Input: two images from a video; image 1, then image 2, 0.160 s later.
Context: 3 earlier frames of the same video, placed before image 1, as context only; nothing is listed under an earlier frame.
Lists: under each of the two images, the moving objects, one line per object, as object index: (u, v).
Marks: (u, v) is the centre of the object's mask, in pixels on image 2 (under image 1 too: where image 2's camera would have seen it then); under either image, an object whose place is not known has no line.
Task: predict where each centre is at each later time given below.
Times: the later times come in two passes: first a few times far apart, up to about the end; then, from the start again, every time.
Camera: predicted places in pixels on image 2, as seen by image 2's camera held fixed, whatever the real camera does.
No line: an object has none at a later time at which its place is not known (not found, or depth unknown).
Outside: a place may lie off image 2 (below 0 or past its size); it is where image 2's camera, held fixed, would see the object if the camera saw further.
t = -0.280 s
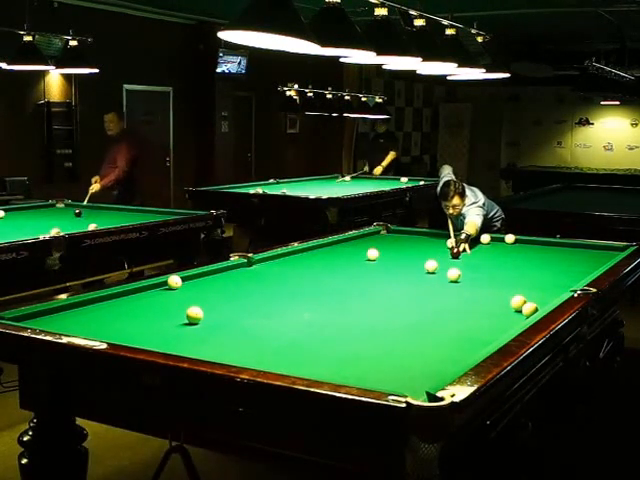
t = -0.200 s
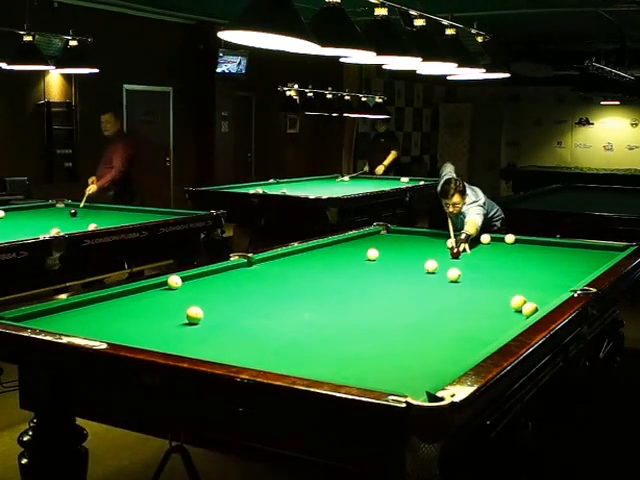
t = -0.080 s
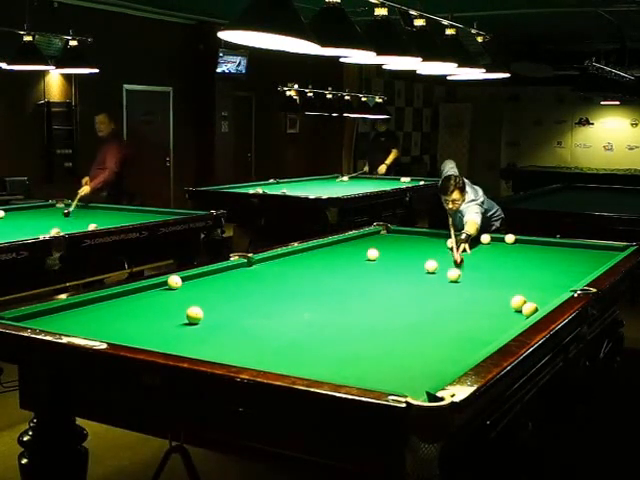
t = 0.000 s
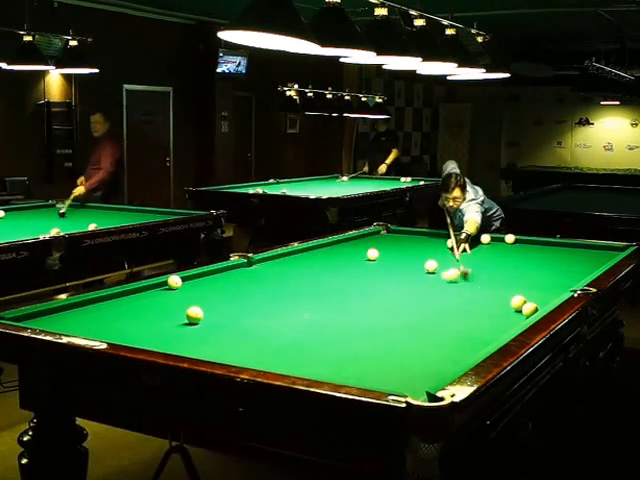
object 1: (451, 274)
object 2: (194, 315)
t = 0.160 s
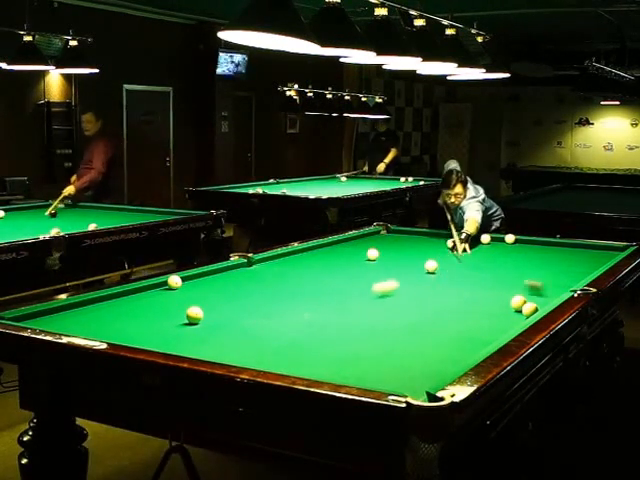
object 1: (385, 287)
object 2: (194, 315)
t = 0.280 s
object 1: (333, 296)
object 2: (194, 315)
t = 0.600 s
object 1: (184, 324)
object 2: (195, 312)
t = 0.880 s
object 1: (158, 321)
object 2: (194, 315)
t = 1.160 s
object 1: (191, 303)
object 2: (207, 314)
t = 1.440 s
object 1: (209, 288)
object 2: (226, 314)
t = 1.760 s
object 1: (226, 273)
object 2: (245, 314)
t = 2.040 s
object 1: (246, 264)
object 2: (260, 314)
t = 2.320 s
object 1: (281, 259)
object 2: (275, 314)
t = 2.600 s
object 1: (313, 255)
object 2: (287, 313)
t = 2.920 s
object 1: (346, 250)
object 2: (300, 313)
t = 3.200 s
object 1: (372, 245)
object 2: (311, 313)
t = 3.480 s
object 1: (396, 243)
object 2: (319, 312)
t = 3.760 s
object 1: (418, 240)
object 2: (327, 312)
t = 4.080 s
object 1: (441, 237)
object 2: (334, 312)
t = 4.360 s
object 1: (460, 235)
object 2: (340, 312)
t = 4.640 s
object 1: (464, 237)
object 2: (344, 312)
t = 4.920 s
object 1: (466, 240)
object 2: (346, 311)
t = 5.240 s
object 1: (470, 242)
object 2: (348, 311)
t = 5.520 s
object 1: (473, 245)
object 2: (348, 311)
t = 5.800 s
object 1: (476, 247)
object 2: (348, 311)
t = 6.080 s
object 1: (479, 249)
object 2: (348, 311)
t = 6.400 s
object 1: (482, 252)
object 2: (348, 311)
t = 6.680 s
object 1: (485, 254)
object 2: (348, 311)
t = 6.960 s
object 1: (488, 256)
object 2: (348, 311)
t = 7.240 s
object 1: (491, 259)
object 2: (348, 311)
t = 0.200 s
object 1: (367, 290)
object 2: (194, 315)
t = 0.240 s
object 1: (350, 293)
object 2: (194, 315)
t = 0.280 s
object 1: (333, 296)
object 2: (194, 315)
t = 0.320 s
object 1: (316, 299)
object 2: (194, 315)
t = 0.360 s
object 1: (299, 302)
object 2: (194, 315)
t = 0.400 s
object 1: (282, 306)
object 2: (194, 315)
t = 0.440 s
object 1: (263, 309)
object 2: (194, 315)
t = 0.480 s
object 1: (245, 312)
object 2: (194, 315)
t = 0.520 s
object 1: (226, 316)
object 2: (194, 315)
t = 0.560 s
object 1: (209, 319)
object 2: (194, 314)
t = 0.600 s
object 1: (184, 324)
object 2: (195, 312)
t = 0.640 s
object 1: (164, 328)
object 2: (194, 315)
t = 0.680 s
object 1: (141, 332)
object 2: (194, 315)
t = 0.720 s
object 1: (121, 334)
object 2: (194, 315)
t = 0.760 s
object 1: (126, 333)
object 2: (194, 315)
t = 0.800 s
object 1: (138, 329)
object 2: (194, 315)
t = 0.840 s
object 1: (149, 325)
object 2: (194, 315)
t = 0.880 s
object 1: (158, 321)
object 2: (194, 315)
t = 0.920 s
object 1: (166, 318)
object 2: (194, 315)
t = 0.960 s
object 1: (174, 315)
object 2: (194, 315)
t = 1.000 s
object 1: (178, 313)
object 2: (196, 314)
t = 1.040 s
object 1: (182, 310)
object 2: (199, 314)
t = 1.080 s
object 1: (184, 308)
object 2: (202, 314)
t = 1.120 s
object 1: (188, 305)
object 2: (204, 314)
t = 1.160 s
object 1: (191, 303)
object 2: (207, 314)
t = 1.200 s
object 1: (193, 300)
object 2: (210, 314)
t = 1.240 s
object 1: (196, 298)
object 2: (213, 314)
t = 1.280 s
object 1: (199, 296)
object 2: (215, 314)
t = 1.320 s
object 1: (202, 294)
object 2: (218, 314)
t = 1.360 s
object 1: (204, 292)
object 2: (220, 314)
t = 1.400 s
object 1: (207, 289)
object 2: (223, 314)
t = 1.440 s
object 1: (209, 288)
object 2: (226, 314)
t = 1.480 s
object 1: (211, 286)
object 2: (228, 314)
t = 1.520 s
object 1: (213, 284)
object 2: (231, 314)
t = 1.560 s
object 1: (216, 282)
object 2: (233, 314)
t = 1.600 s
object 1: (218, 280)
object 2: (236, 314)
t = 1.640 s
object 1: (220, 278)
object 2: (238, 314)
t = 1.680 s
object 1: (222, 277)
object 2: (240, 314)
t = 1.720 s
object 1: (224, 275)
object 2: (242, 314)
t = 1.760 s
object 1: (226, 273)
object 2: (245, 314)
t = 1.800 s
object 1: (228, 271)
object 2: (247, 314)
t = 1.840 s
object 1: (230, 270)
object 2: (249, 314)
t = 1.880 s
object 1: (231, 268)
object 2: (252, 314)
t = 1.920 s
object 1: (233, 267)
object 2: (254, 314)
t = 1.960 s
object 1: (236, 266)
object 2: (256, 314)
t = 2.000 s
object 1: (241, 264)
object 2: (258, 314)
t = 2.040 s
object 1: (246, 264)
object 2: (260, 314)
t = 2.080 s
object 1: (252, 263)
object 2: (262, 314)
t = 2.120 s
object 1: (257, 262)
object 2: (264, 314)
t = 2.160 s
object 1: (262, 262)
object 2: (267, 314)
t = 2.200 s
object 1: (267, 261)
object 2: (269, 314)
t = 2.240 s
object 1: (271, 261)
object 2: (271, 314)
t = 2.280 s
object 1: (276, 260)
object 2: (273, 314)
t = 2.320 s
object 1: (281, 259)
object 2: (275, 314)
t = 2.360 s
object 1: (286, 259)
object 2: (277, 314)
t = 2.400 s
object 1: (291, 258)
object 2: (278, 313)
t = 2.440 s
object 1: (295, 257)
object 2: (280, 314)
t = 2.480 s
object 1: (299, 257)
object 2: (282, 314)
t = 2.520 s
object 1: (304, 256)
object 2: (284, 313)
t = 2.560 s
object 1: (309, 255)
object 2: (285, 314)
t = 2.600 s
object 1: (313, 255)
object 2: (287, 313)
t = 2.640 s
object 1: (317, 254)
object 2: (289, 313)
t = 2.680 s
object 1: (321, 253)
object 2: (291, 313)
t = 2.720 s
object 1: (326, 253)
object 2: (292, 313)
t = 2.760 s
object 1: (330, 252)
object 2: (294, 313)
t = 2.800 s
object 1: (334, 252)
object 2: (295, 313)
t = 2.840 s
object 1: (338, 251)
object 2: (297, 313)
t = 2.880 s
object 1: (342, 251)
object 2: (299, 313)
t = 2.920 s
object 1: (346, 250)
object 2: (300, 313)
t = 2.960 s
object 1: (349, 250)
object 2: (302, 313)
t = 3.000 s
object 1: (353, 249)
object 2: (303, 313)
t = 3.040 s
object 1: (357, 248)
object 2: (305, 313)
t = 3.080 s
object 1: (361, 248)
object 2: (306, 313)
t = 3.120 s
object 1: (364, 247)
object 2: (308, 313)
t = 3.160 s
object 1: (368, 246)
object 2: (309, 313)
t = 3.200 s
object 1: (372, 245)
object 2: (311, 313)
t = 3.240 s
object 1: (375, 245)
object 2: (312, 313)
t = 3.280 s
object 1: (379, 245)
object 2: (313, 313)
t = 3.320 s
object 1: (382, 245)
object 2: (314, 313)
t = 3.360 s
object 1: (386, 245)
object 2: (315, 313)
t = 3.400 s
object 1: (389, 244)
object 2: (317, 313)
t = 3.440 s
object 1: (392, 244)
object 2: (318, 313)
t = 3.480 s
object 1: (396, 243)
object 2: (319, 312)
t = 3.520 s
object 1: (399, 243)
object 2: (320, 312)
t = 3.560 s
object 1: (402, 242)
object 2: (321, 312)
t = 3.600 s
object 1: (405, 242)
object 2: (322, 312)
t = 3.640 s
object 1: (408, 242)
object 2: (324, 312)
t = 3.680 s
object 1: (412, 241)
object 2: (325, 312)
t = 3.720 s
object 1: (415, 241)
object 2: (326, 312)
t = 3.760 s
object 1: (418, 240)
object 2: (327, 312)
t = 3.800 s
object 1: (421, 240)
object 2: (328, 312)
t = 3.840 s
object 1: (424, 239)
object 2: (329, 312)
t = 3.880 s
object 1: (427, 239)
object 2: (330, 312)
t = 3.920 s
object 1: (430, 239)
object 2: (331, 312)
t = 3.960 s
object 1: (433, 238)
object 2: (331, 312)
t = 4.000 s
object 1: (435, 238)
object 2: (333, 312)
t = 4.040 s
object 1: (438, 238)
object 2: (333, 312)
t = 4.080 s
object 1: (441, 237)
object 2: (334, 312)
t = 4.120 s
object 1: (443, 236)
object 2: (335, 312)
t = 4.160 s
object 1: (446, 236)
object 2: (336, 312)
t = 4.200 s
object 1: (449, 236)
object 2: (337, 312)
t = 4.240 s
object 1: (452, 236)
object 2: (337, 312)
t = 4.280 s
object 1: (455, 235)
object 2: (338, 312)
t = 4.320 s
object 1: (457, 235)
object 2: (339, 312)
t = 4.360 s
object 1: (460, 235)
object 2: (340, 312)
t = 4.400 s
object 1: (462, 235)
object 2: (340, 311)
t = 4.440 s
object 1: (462, 235)
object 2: (341, 312)
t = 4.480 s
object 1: (462, 235)
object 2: (341, 312)
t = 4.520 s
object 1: (462, 236)
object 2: (342, 312)
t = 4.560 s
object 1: (463, 236)
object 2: (343, 312)
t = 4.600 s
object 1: (463, 236)
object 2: (343, 312)
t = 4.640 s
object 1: (464, 237)
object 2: (344, 312)
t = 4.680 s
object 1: (464, 237)
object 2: (344, 312)
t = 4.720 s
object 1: (465, 237)
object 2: (345, 311)
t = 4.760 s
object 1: (465, 238)
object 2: (345, 311)
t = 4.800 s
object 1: (465, 238)
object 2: (346, 311)
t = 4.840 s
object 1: (466, 239)
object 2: (346, 311)
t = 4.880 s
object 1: (466, 239)
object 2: (346, 311)
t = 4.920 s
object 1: (466, 240)
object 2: (346, 311)
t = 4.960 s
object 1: (467, 240)
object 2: (347, 311)
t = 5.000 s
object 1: (467, 240)
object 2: (347, 311)
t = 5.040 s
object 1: (467, 240)
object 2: (347, 311)
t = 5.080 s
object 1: (468, 241)
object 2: (347, 311)
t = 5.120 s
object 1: (468, 241)
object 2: (347, 311)
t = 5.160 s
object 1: (469, 241)
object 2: (347, 311)
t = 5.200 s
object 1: (469, 242)
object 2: (347, 311)
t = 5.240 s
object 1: (470, 242)
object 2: (348, 311)
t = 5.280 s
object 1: (470, 243)
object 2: (348, 311)
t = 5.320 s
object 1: (470, 243)
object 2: (348, 311)
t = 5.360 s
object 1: (471, 243)
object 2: (348, 311)
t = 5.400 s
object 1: (472, 244)
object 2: (348, 311)
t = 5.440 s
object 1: (472, 244)
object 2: (348, 311)
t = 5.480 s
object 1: (472, 244)
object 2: (348, 311)
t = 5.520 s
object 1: (473, 245)
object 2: (348, 311)
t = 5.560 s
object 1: (473, 245)
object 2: (348, 311)
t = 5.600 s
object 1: (474, 246)
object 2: (348, 311)
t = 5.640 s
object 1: (474, 246)
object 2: (348, 311)
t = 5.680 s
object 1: (474, 246)
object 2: (348, 311)
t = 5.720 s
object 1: (475, 247)
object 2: (348, 311)
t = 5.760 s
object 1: (475, 247)
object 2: (348, 311)
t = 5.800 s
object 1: (476, 247)
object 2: (348, 311)
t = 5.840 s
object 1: (476, 248)
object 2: (348, 311)
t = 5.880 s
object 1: (476, 248)
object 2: (348, 311)
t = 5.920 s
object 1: (477, 248)
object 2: (348, 311)
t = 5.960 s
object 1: (477, 248)
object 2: (348, 311)
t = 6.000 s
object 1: (478, 249)
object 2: (348, 311)
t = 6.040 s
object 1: (478, 249)
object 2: (348, 311)
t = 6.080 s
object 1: (479, 249)
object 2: (348, 311)
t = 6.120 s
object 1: (479, 250)
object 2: (348, 311)
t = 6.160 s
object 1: (480, 250)
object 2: (348, 311)
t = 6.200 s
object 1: (480, 250)
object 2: (348, 311)
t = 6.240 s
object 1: (480, 251)
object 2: (348, 311)
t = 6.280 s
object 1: (481, 251)
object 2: (348, 311)
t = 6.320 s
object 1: (481, 252)
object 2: (348, 311)
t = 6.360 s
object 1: (482, 252)
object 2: (348, 311)
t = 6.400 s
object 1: (482, 252)
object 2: (348, 311)
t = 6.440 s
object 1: (483, 253)
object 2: (348, 311)
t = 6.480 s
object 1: (483, 253)
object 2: (348, 311)
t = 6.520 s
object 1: (483, 253)
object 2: (348, 311)
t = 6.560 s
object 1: (484, 253)
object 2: (348, 311)
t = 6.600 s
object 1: (484, 254)
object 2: (348, 311)
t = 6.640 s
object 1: (484, 254)
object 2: (348, 311)
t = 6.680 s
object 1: (485, 254)
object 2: (348, 311)
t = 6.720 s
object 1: (485, 255)
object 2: (348, 311)
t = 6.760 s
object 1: (486, 255)
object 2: (348, 311)
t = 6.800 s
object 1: (486, 255)
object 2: (348, 311)
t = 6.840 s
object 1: (487, 255)
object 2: (348, 311)
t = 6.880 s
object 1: (487, 256)
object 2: (348, 311)
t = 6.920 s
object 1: (488, 256)
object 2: (348, 311)
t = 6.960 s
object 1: (488, 256)
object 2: (348, 311)
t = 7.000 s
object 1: (488, 257)
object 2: (348, 311)
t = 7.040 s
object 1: (489, 257)
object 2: (348, 311)
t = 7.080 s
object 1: (489, 257)
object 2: (348, 311)
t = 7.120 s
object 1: (490, 257)
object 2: (348, 311)
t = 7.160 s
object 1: (490, 258)
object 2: (348, 311)
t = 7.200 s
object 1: (490, 258)
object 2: (348, 311)
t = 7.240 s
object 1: (491, 259)
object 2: (348, 311)
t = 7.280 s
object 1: (491, 259)
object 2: (348, 311)
